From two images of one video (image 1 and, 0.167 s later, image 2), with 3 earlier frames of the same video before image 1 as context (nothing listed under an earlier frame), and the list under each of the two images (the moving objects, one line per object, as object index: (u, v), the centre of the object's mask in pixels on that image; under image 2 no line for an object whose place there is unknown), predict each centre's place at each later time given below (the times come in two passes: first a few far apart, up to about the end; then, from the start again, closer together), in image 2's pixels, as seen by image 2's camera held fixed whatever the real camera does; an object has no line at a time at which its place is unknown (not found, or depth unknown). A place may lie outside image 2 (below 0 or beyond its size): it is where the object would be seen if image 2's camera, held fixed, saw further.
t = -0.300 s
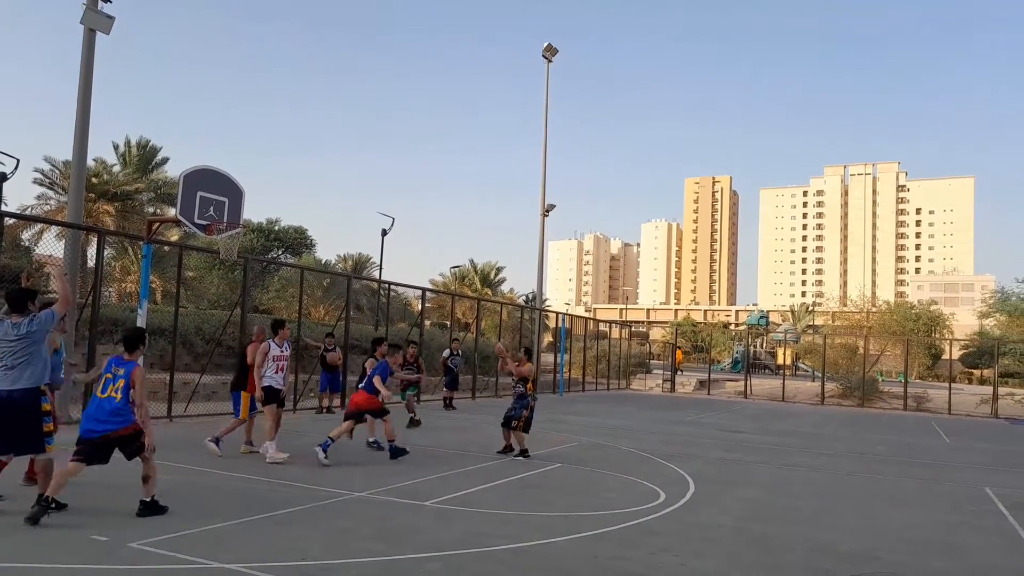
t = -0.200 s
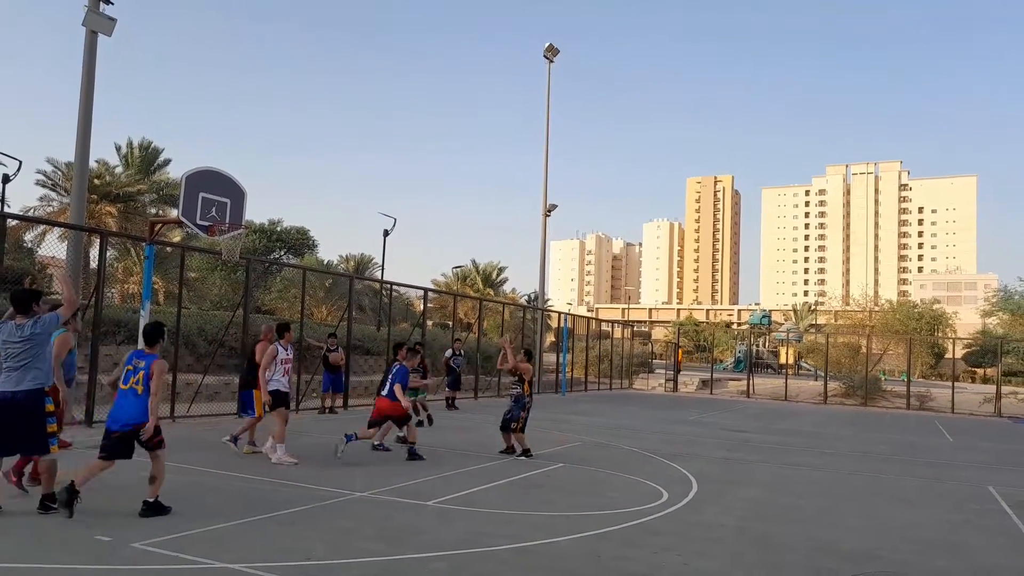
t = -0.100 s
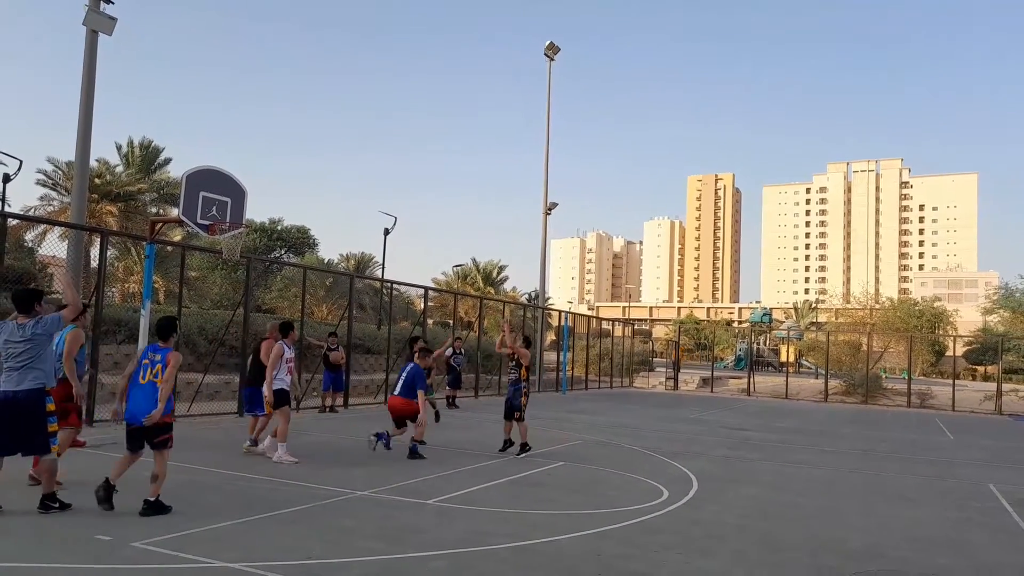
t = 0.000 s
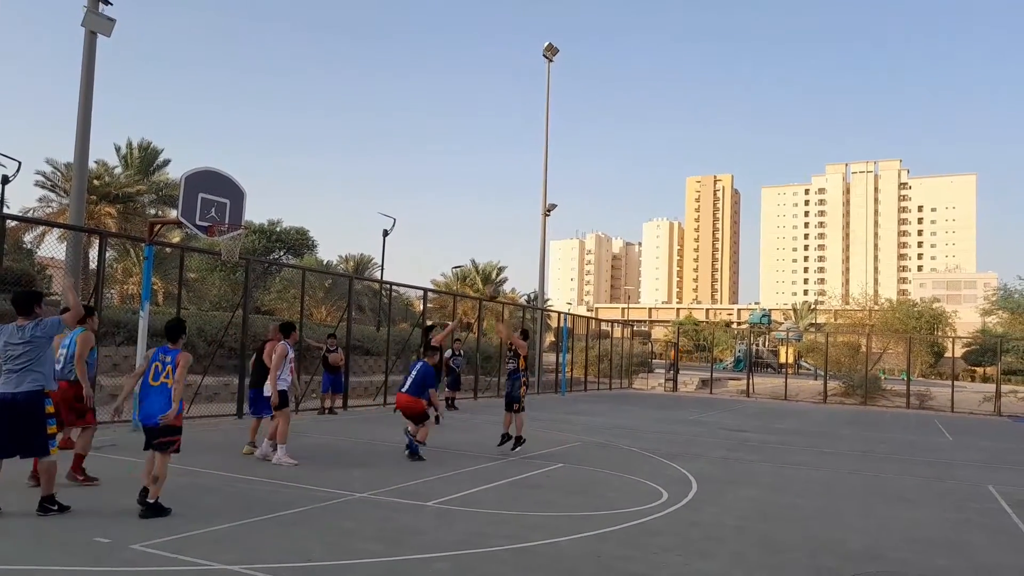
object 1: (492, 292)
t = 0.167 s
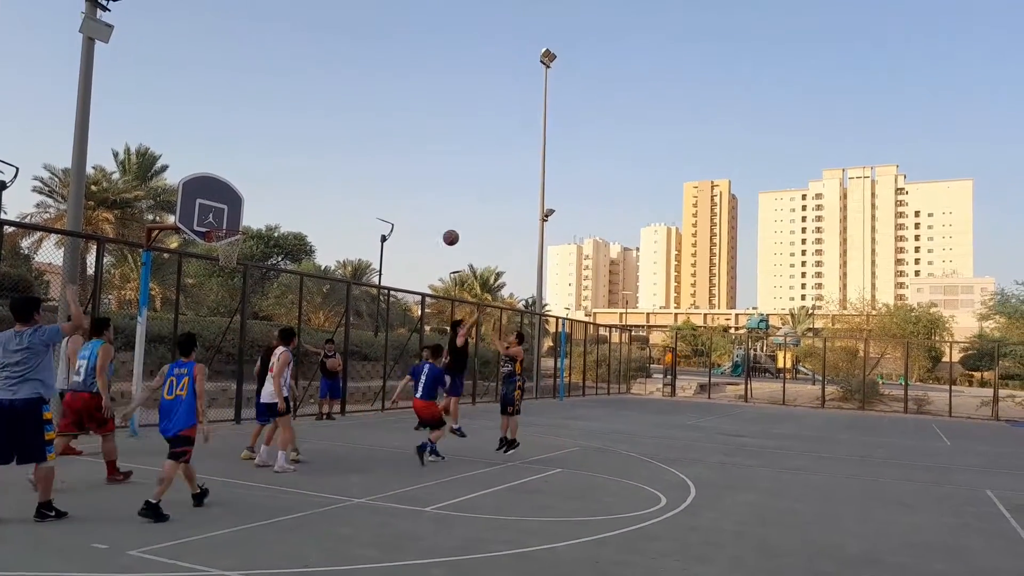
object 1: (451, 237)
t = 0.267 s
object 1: (427, 210)
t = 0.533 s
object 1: (362, 168)
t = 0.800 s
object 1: (297, 174)
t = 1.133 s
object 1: (224, 241)
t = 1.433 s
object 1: (236, 254)
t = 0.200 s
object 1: (443, 228)
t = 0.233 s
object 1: (435, 219)
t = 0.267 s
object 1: (427, 210)
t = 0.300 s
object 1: (419, 202)
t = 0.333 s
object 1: (411, 195)
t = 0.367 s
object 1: (403, 189)
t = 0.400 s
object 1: (395, 183)
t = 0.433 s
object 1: (387, 179)
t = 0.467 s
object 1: (378, 174)
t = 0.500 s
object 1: (370, 171)
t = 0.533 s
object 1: (362, 168)
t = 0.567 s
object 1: (354, 167)
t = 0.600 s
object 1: (347, 165)
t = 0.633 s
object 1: (339, 165)
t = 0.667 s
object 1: (331, 165)
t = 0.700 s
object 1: (322, 166)
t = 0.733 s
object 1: (314, 168)
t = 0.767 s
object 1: (306, 171)
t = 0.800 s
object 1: (297, 174)
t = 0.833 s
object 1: (289, 178)
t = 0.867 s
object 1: (280, 183)
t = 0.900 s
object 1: (272, 188)
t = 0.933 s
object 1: (263, 195)
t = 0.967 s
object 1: (255, 202)
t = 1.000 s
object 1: (247, 210)
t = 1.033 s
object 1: (237, 218)
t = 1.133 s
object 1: (224, 241)
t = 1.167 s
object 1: (220, 244)
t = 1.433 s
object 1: (236, 254)
